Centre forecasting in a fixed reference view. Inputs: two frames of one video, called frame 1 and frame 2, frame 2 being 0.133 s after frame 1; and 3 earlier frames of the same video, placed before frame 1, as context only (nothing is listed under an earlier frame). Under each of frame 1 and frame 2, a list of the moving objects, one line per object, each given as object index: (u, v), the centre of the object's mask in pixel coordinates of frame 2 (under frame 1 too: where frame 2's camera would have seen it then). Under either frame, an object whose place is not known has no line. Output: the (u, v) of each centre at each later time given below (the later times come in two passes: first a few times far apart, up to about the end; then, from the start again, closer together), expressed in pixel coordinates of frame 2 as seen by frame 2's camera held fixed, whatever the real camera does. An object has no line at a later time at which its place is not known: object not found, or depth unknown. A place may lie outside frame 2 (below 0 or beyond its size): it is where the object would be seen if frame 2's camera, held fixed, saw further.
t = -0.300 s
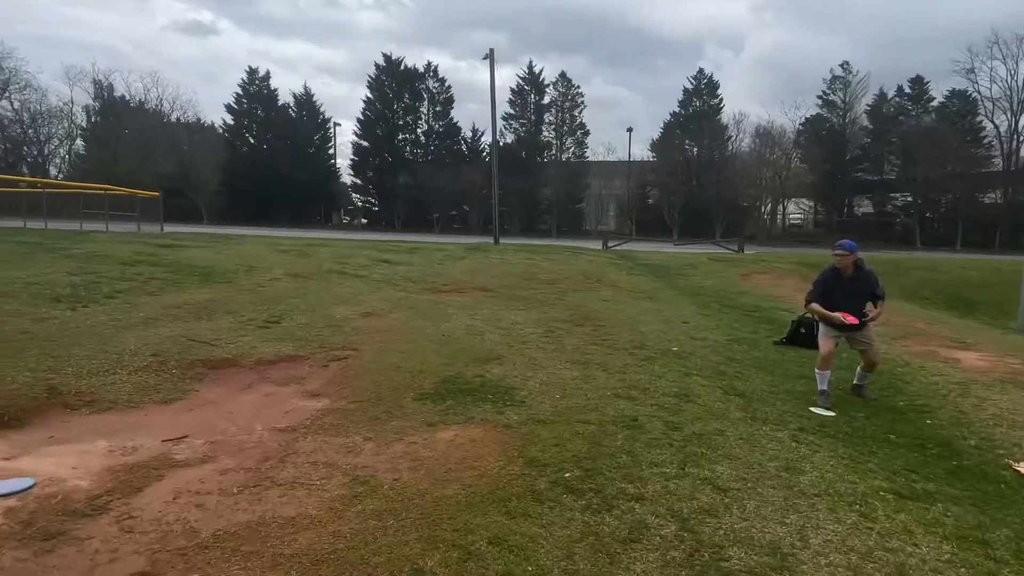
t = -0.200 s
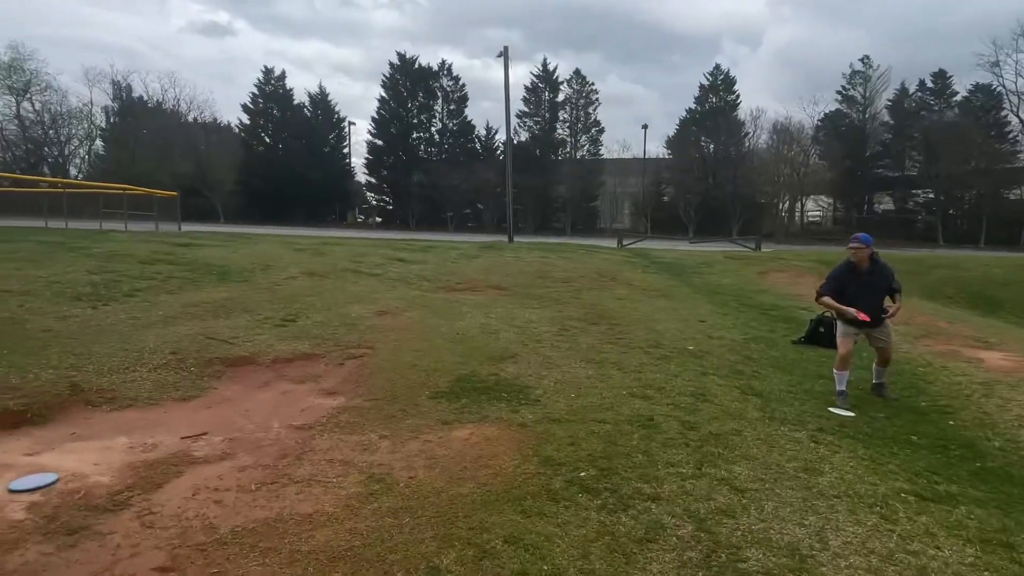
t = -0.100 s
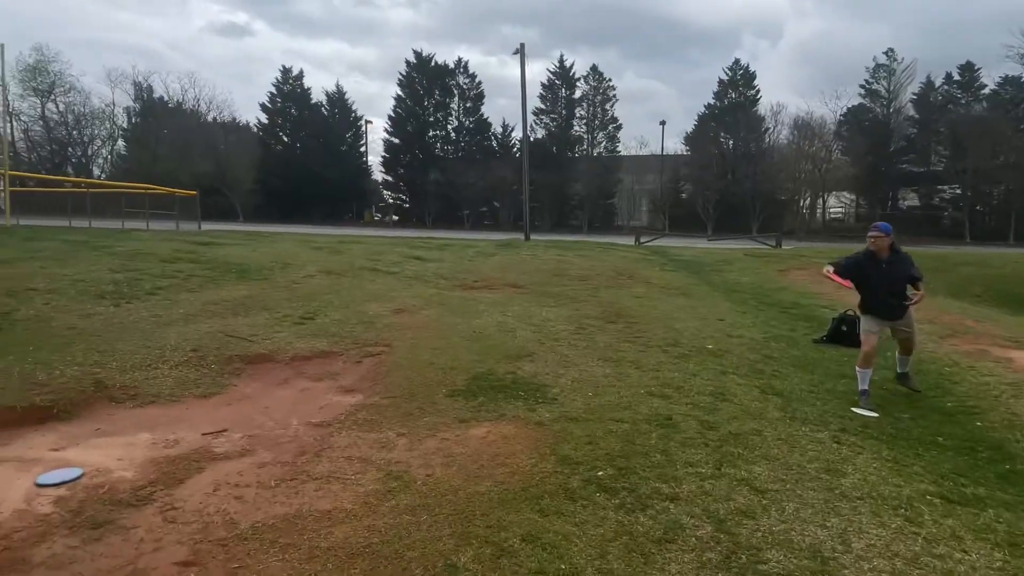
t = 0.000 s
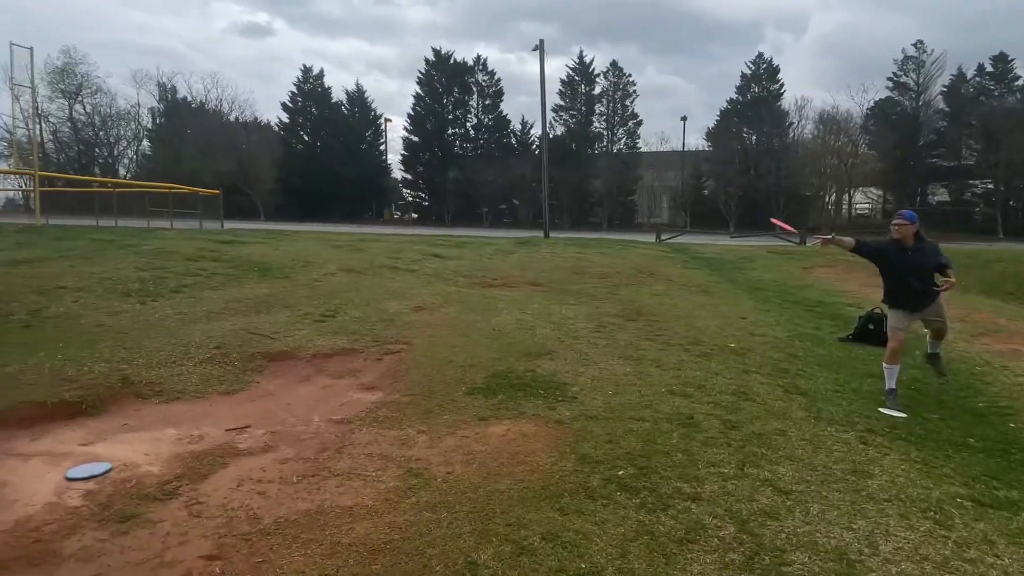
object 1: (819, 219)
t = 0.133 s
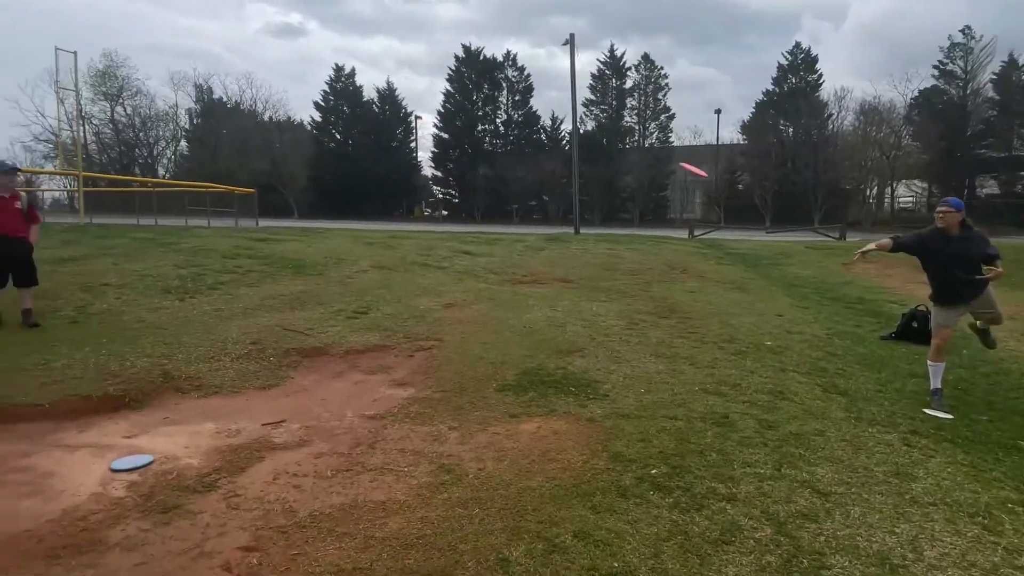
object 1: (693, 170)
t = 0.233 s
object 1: (590, 147)
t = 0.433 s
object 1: (358, 133)
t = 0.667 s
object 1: (50, 180)
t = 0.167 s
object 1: (659, 161)
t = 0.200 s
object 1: (624, 153)
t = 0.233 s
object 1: (590, 147)
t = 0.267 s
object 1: (552, 142)
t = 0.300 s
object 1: (515, 138)
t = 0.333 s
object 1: (477, 135)
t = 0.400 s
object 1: (398, 133)
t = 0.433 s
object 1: (358, 133)
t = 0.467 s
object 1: (317, 135)
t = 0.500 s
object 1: (275, 140)
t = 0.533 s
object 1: (232, 146)
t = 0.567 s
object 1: (189, 153)
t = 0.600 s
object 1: (144, 162)
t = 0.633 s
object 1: (97, 170)
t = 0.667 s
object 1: (50, 180)
